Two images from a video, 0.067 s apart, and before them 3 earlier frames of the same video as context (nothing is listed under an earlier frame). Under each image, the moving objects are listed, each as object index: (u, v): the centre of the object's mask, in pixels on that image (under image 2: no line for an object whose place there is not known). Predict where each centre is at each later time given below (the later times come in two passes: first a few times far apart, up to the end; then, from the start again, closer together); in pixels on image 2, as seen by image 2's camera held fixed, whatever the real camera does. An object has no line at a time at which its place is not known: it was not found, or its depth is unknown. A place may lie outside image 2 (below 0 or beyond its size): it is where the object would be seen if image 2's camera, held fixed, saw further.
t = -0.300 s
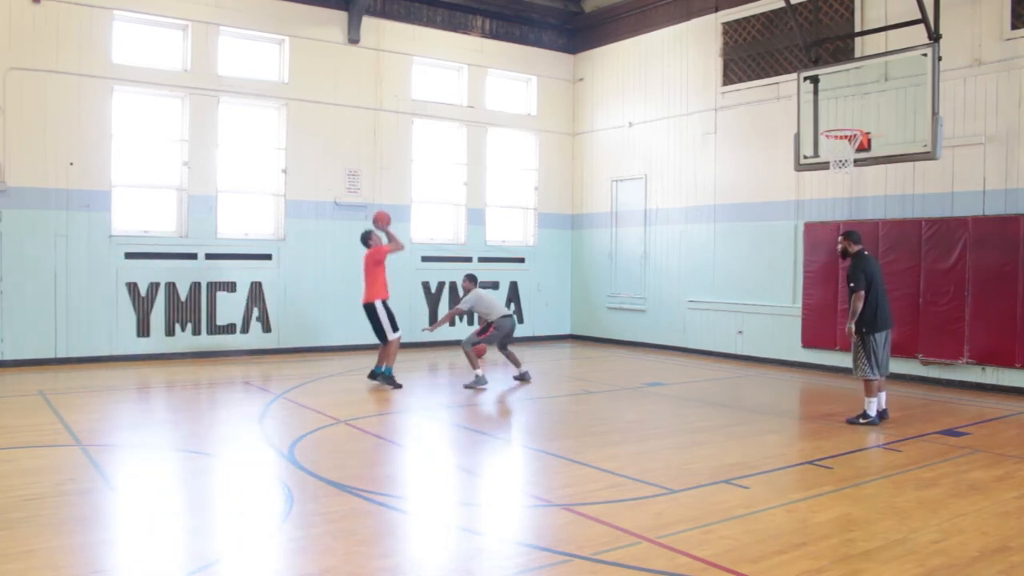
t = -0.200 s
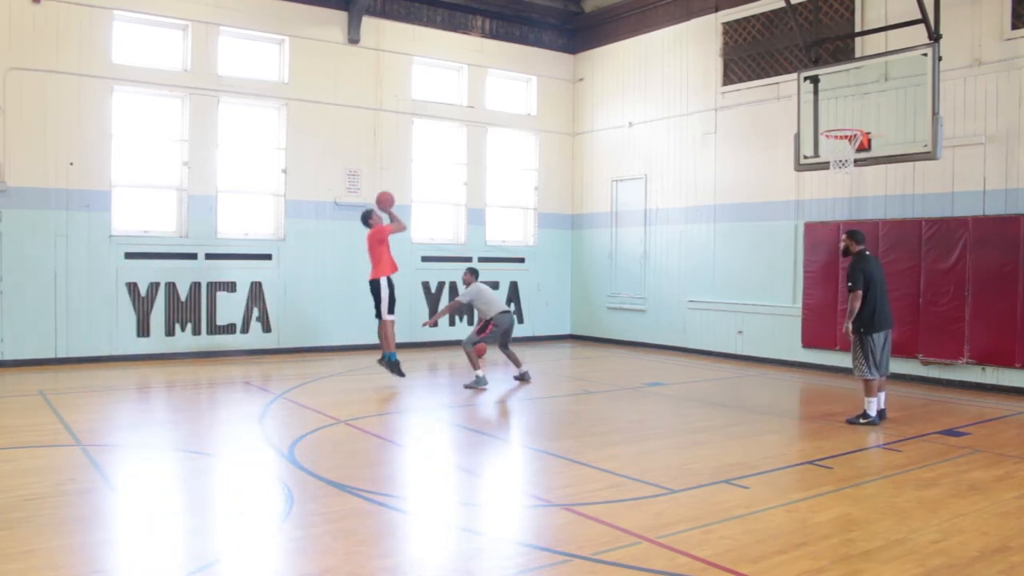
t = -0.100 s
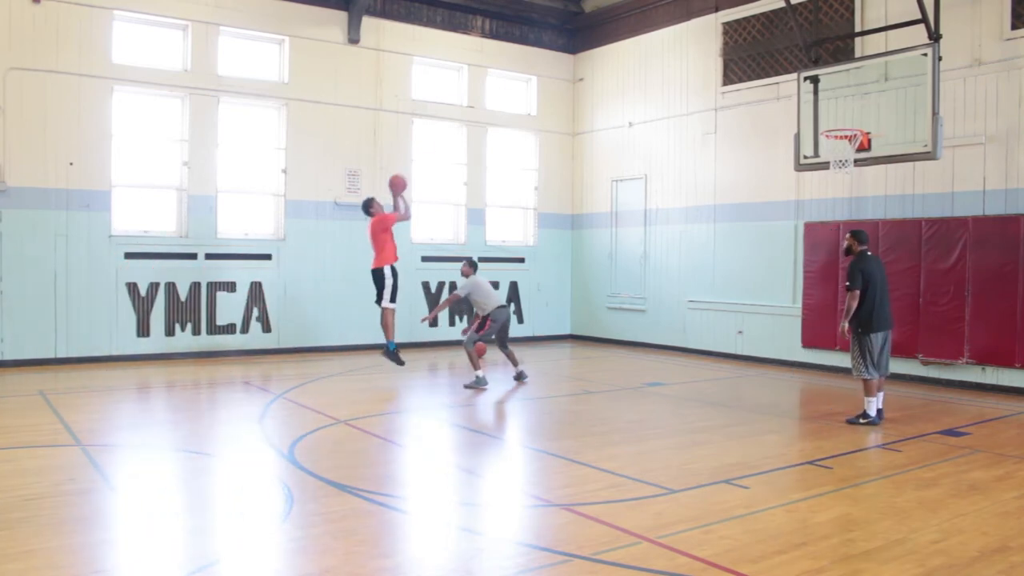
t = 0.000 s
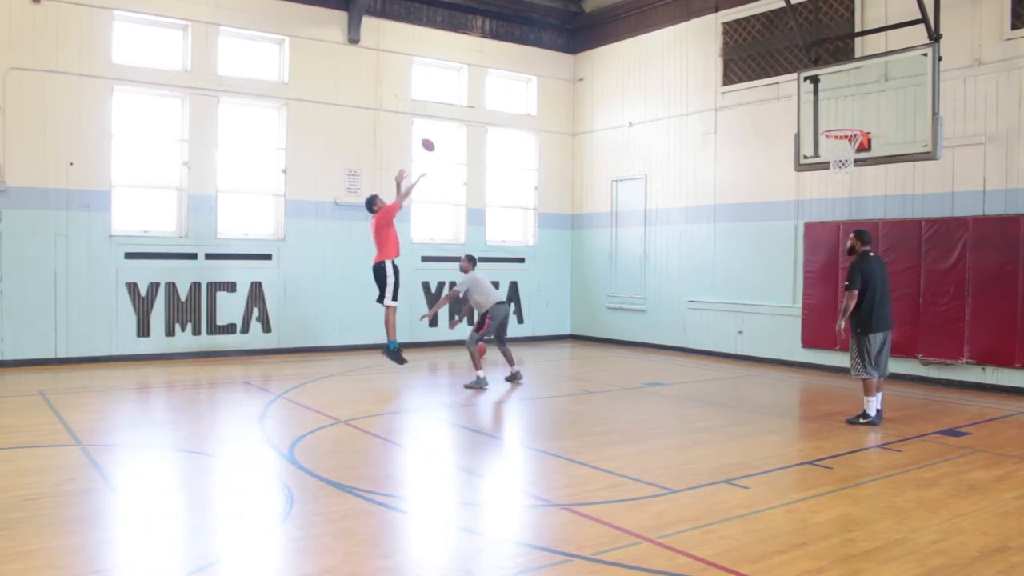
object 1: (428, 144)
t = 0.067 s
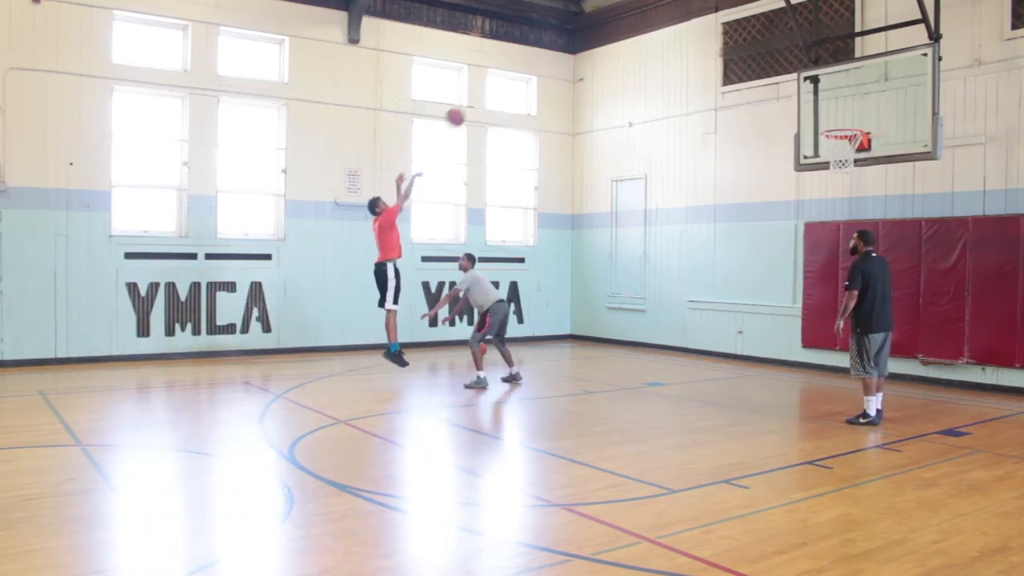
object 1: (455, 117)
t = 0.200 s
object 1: (509, 72)
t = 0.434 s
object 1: (602, 31)
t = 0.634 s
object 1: (683, 30)
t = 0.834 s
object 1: (764, 64)
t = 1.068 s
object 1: (854, 146)
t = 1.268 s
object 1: (868, 167)
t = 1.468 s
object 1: (861, 221)
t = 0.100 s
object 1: (469, 105)
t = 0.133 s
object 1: (481, 93)
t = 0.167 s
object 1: (495, 81)
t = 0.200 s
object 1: (509, 72)
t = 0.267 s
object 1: (536, 56)
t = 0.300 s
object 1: (550, 48)
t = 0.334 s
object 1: (563, 42)
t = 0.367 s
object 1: (576, 38)
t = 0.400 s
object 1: (589, 34)
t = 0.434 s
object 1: (602, 31)
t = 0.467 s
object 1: (615, 29)
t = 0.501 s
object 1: (629, 27)
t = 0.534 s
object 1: (642, 26)
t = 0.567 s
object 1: (656, 26)
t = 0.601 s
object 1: (670, 27)
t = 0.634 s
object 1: (683, 30)
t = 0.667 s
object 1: (697, 34)
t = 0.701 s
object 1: (710, 38)
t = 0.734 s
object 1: (726, 43)
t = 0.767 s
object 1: (738, 49)
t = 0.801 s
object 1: (750, 56)
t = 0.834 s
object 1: (764, 64)
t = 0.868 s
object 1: (776, 72)
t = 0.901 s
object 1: (790, 83)
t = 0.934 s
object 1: (803, 94)
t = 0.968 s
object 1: (817, 105)
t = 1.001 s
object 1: (830, 118)
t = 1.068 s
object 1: (854, 146)
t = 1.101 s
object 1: (862, 148)
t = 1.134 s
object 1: (864, 156)
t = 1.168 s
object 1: (867, 156)
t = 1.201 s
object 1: (869, 158)
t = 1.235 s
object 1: (869, 162)
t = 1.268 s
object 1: (868, 167)
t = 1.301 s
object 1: (867, 174)
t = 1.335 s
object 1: (865, 182)
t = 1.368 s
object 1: (864, 190)
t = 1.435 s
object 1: (862, 210)
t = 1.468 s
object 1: (861, 221)
